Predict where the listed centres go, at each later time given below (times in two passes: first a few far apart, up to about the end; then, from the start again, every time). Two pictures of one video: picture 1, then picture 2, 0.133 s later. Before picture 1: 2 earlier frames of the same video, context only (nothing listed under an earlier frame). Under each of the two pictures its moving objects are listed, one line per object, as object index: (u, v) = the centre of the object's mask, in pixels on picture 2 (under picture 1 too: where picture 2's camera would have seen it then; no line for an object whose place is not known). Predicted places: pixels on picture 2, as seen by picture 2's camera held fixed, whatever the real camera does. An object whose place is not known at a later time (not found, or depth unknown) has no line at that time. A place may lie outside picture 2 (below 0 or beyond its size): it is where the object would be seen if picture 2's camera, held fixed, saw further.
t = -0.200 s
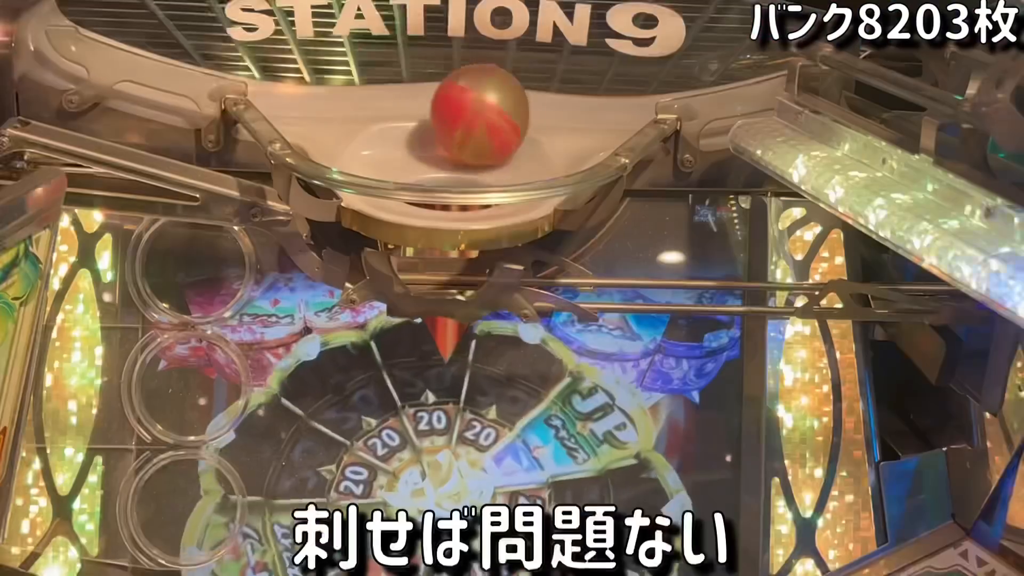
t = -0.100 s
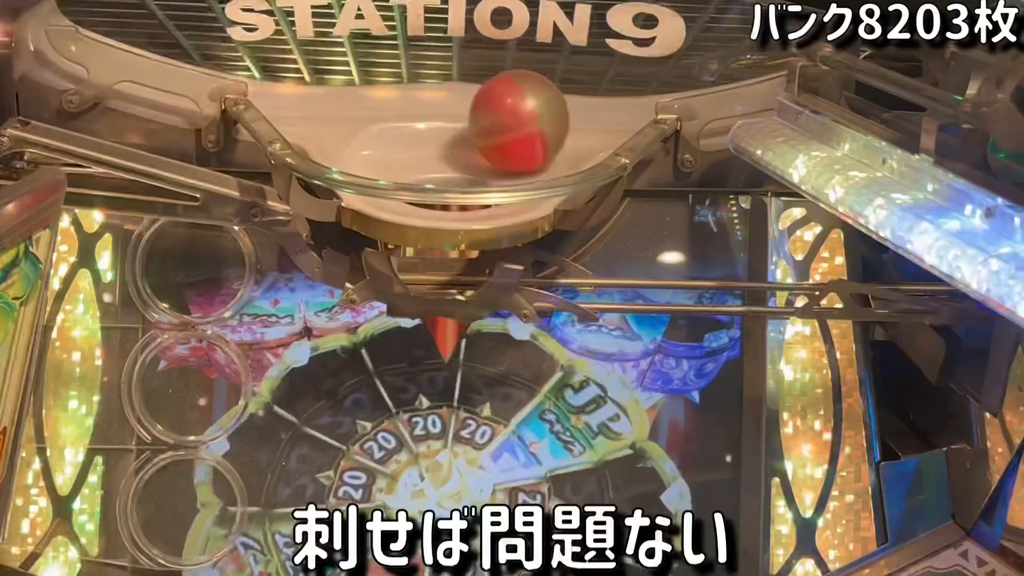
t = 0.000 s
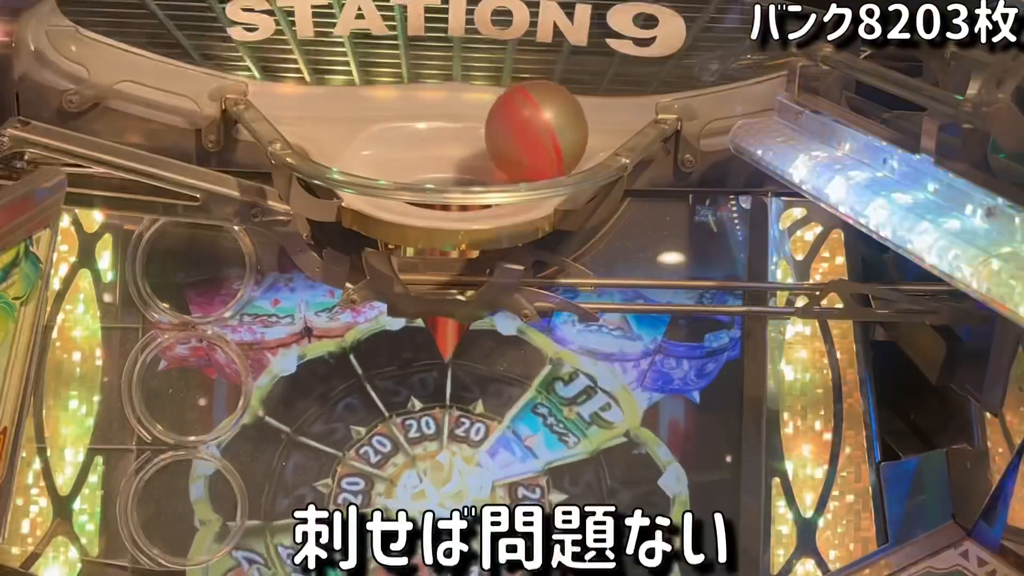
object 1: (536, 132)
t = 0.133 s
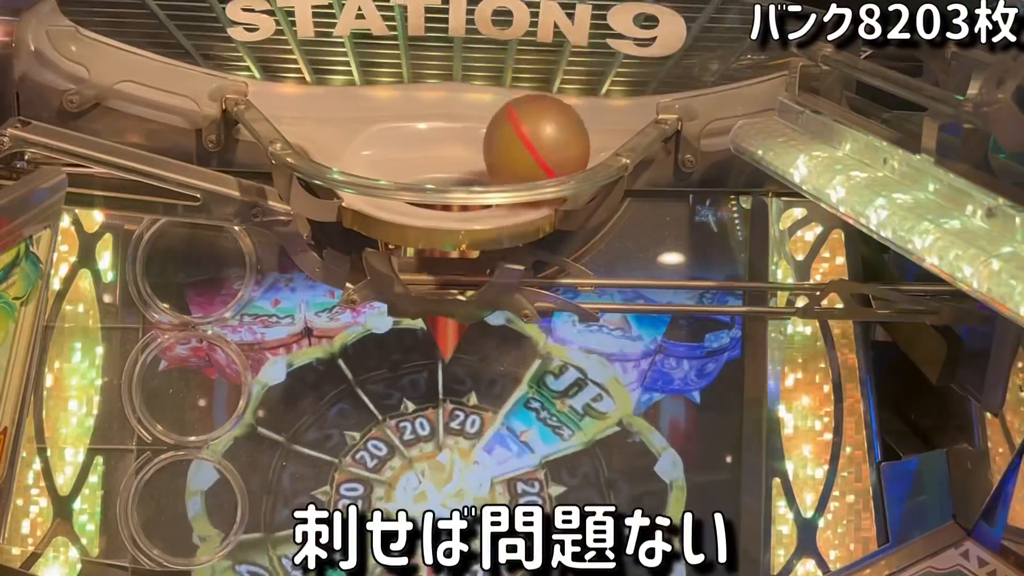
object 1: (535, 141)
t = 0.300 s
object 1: (502, 149)
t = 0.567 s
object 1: (413, 146)
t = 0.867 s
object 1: (369, 124)
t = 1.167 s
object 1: (470, 112)
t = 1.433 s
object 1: (538, 135)
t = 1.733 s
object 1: (501, 148)
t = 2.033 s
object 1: (407, 137)
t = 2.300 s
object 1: (488, 113)
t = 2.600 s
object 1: (481, 146)
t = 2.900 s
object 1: (445, 117)
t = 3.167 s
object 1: (488, 127)
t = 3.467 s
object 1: (421, 128)
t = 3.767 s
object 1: (471, 113)
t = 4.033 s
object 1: (486, 141)
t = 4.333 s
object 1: (458, 127)
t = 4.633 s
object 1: (432, 145)
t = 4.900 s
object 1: (446, 154)
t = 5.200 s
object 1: (438, 150)
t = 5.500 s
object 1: (431, 147)
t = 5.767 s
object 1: (440, 149)
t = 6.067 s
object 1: (435, 151)
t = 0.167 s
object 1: (531, 143)
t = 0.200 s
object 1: (526, 145)
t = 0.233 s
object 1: (519, 146)
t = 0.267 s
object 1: (511, 148)
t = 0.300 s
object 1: (502, 149)
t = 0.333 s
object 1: (492, 150)
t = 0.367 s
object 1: (482, 151)
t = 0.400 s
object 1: (470, 151)
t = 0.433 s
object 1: (458, 151)
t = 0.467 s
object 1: (446, 150)
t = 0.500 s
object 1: (435, 149)
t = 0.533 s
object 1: (423, 148)
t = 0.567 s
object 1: (413, 146)
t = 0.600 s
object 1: (403, 144)
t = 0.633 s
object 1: (395, 142)
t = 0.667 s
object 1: (387, 140)
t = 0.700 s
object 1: (380, 137)
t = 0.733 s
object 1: (375, 135)
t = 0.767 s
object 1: (371, 132)
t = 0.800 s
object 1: (369, 129)
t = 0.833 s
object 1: (368, 127)
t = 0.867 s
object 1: (369, 124)
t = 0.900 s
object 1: (372, 120)
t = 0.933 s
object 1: (379, 117)
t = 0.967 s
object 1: (390, 117)
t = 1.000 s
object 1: (403, 116)
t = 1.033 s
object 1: (415, 116)
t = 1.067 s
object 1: (429, 114)
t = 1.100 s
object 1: (443, 114)
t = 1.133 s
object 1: (457, 113)
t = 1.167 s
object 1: (470, 112)
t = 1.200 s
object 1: (481, 114)
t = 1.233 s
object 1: (491, 118)
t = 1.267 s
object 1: (501, 121)
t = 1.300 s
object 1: (510, 125)
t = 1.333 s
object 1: (518, 129)
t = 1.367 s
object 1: (526, 131)
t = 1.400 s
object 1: (532, 133)
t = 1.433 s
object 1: (538, 135)
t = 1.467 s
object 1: (541, 137)
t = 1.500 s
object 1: (543, 138)
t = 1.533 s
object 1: (543, 139)
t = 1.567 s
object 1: (541, 141)
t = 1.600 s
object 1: (535, 143)
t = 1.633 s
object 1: (529, 144)
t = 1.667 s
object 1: (521, 146)
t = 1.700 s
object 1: (511, 147)
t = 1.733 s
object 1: (501, 148)
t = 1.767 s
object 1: (489, 149)
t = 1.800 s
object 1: (477, 149)
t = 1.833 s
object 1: (464, 149)
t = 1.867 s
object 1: (451, 148)
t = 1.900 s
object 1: (438, 147)
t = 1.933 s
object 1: (426, 145)
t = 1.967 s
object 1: (416, 143)
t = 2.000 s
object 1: (409, 141)
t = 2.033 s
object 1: (407, 137)
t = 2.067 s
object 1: (411, 134)
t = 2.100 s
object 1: (419, 131)
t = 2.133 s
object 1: (429, 127)
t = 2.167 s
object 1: (442, 123)
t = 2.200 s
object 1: (454, 121)
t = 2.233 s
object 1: (466, 118)
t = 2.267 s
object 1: (477, 116)
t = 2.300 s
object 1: (488, 113)
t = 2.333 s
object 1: (495, 115)
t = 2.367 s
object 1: (498, 119)
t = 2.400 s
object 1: (500, 123)
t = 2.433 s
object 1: (502, 128)
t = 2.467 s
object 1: (504, 131)
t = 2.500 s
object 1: (503, 135)
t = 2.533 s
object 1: (500, 139)
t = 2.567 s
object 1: (493, 142)
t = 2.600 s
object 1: (481, 146)
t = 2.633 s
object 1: (462, 150)
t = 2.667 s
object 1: (441, 149)
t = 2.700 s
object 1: (425, 145)
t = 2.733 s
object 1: (419, 138)
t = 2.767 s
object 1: (418, 133)
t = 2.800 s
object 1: (423, 129)
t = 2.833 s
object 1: (430, 125)
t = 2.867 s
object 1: (437, 122)
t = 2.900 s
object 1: (445, 117)
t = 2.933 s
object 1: (453, 115)
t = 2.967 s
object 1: (461, 112)
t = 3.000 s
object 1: (467, 111)
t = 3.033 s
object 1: (472, 114)
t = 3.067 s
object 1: (477, 117)
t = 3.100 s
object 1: (481, 120)
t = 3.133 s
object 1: (485, 123)
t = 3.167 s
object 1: (488, 127)
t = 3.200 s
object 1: (490, 132)
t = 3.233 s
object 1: (489, 137)
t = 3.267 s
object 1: (485, 142)
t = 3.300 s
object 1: (473, 149)
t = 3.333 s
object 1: (451, 152)
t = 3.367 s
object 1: (430, 147)
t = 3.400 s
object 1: (421, 139)
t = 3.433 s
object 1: (419, 134)
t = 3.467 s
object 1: (421, 128)
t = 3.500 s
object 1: (425, 124)
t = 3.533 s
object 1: (430, 121)
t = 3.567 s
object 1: (436, 119)
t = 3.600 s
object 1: (442, 117)
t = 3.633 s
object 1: (448, 115)
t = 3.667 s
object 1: (454, 113)
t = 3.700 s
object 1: (460, 112)
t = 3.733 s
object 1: (466, 112)
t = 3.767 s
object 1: (471, 113)
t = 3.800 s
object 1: (475, 116)
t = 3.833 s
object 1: (480, 118)
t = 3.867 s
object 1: (483, 121)
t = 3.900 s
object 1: (486, 123)
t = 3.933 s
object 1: (489, 126)
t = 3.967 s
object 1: (491, 132)
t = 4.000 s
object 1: (490, 136)
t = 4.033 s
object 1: (486, 141)
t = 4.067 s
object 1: (475, 148)
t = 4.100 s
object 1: (455, 153)
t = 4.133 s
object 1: (435, 150)
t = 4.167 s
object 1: (428, 141)
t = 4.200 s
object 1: (429, 135)
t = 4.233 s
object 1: (435, 127)
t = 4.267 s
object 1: (441, 127)
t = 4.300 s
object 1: (450, 126)
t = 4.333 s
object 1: (458, 127)
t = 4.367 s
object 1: (466, 127)
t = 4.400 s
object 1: (473, 128)
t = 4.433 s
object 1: (478, 131)
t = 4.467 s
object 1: (482, 134)
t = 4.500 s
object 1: (482, 138)
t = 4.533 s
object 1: (477, 145)
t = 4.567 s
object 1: (464, 152)
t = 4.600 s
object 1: (441, 153)
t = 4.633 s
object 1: (432, 145)
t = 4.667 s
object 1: (434, 138)
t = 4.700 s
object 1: (440, 134)
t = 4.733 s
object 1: (448, 132)
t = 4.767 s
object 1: (457, 133)
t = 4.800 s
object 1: (464, 137)
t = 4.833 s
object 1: (469, 144)
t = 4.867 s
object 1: (466, 152)
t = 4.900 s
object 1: (446, 154)
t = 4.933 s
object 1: (430, 146)
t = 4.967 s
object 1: (425, 140)
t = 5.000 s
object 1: (428, 136)
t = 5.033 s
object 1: (436, 135)
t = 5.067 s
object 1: (447, 137)
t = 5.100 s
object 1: (459, 142)
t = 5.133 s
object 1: (467, 149)
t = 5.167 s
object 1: (458, 153)
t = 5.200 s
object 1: (438, 150)
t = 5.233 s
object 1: (424, 144)
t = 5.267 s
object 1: (421, 141)
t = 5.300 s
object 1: (425, 139)
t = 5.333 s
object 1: (436, 140)
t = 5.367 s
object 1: (453, 144)
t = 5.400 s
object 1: (466, 149)
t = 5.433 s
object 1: (463, 152)
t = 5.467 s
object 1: (446, 150)
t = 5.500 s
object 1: (431, 147)
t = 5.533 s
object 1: (423, 144)
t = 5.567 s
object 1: (424, 143)
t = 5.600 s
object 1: (435, 143)
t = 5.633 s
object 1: (454, 146)
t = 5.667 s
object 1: (468, 149)
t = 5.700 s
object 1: (467, 150)
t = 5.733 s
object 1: (455, 150)
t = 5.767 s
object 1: (440, 149)
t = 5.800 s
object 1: (430, 147)
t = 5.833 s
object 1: (429, 146)
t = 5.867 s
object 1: (442, 146)
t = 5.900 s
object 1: (462, 146)
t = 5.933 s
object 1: (473, 147)
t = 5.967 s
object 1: (473, 148)
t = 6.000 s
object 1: (463, 149)
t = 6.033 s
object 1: (448, 150)
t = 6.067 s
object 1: (435, 151)
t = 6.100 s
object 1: (435, 149)
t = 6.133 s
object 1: (451, 145)
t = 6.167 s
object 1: (468, 144)
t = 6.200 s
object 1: (477, 145)
